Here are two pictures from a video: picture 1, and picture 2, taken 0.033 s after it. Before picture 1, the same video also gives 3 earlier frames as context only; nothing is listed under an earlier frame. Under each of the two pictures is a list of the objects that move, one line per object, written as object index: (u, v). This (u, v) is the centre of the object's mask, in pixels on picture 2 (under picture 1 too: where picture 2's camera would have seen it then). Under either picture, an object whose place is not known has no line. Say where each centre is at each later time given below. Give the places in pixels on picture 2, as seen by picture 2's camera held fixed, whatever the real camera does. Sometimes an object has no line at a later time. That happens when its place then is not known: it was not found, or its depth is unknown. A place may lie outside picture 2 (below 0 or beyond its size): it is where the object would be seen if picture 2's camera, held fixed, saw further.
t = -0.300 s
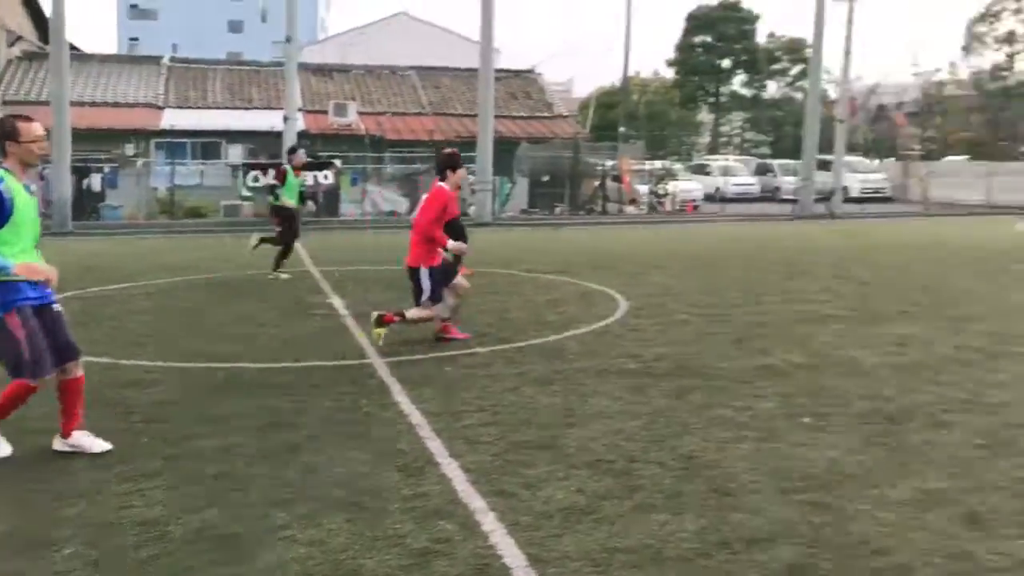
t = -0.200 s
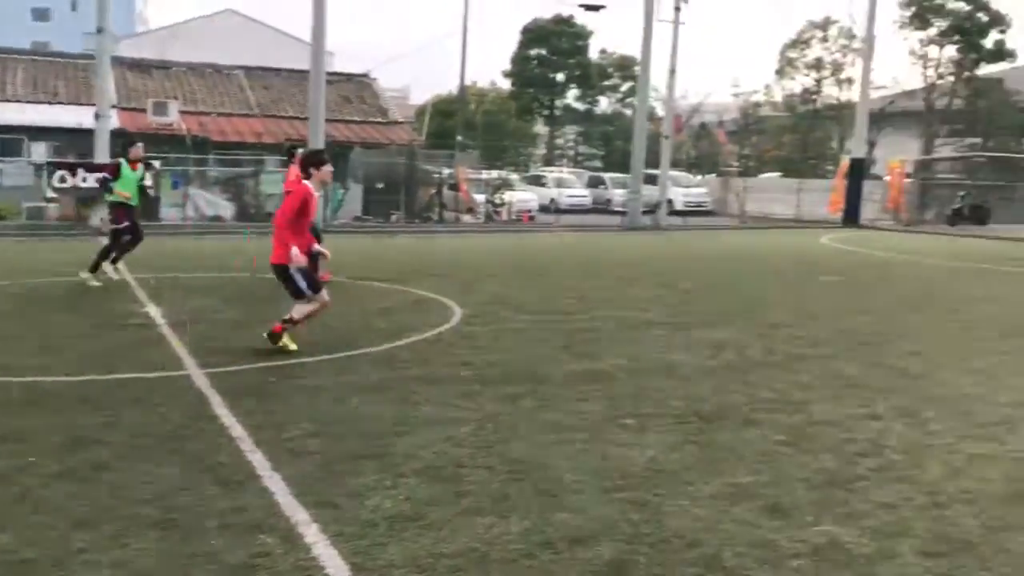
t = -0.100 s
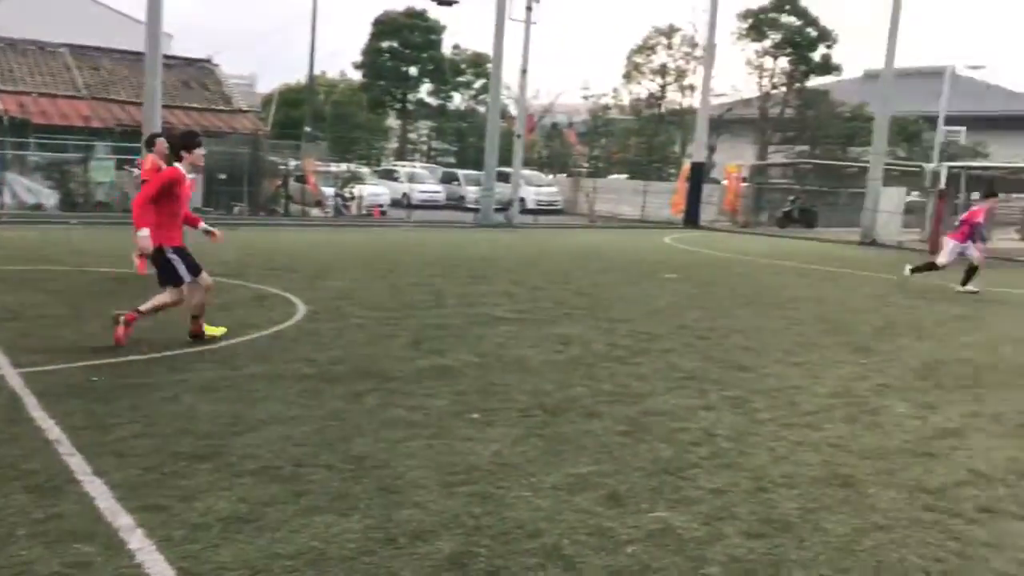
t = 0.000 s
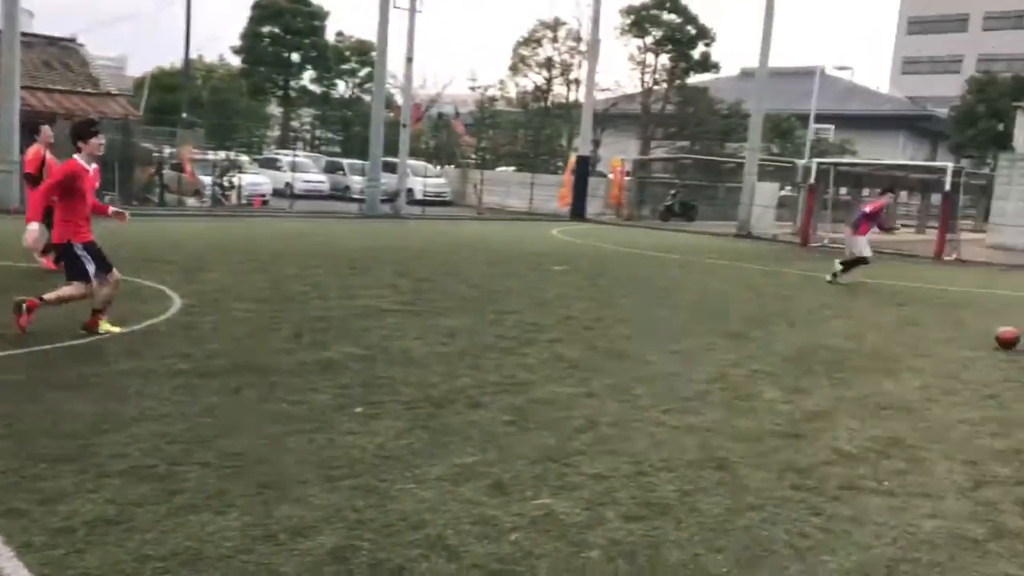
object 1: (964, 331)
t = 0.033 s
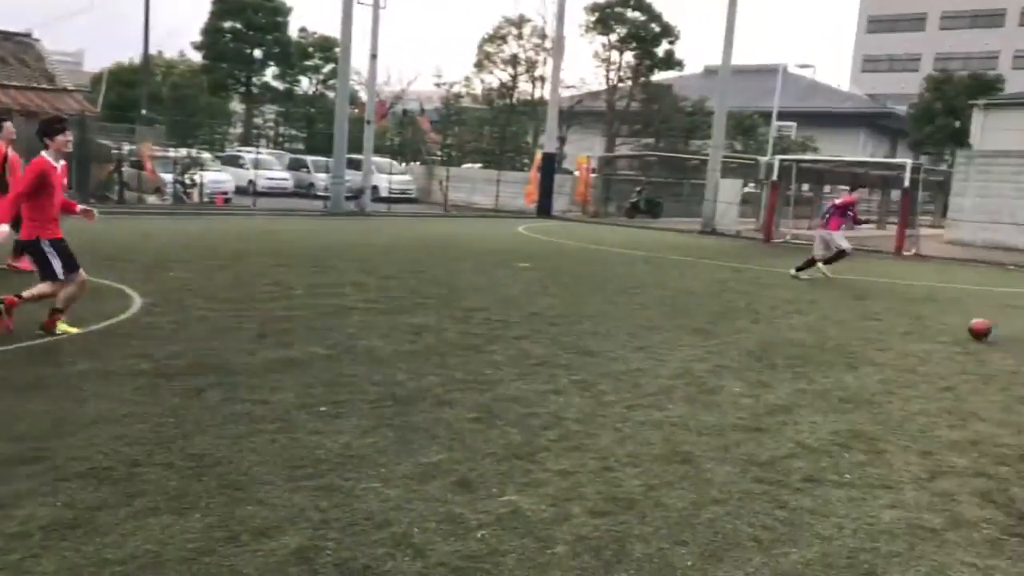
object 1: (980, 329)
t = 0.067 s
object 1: (994, 328)
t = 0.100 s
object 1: (1009, 328)
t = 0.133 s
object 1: (1022, 329)
